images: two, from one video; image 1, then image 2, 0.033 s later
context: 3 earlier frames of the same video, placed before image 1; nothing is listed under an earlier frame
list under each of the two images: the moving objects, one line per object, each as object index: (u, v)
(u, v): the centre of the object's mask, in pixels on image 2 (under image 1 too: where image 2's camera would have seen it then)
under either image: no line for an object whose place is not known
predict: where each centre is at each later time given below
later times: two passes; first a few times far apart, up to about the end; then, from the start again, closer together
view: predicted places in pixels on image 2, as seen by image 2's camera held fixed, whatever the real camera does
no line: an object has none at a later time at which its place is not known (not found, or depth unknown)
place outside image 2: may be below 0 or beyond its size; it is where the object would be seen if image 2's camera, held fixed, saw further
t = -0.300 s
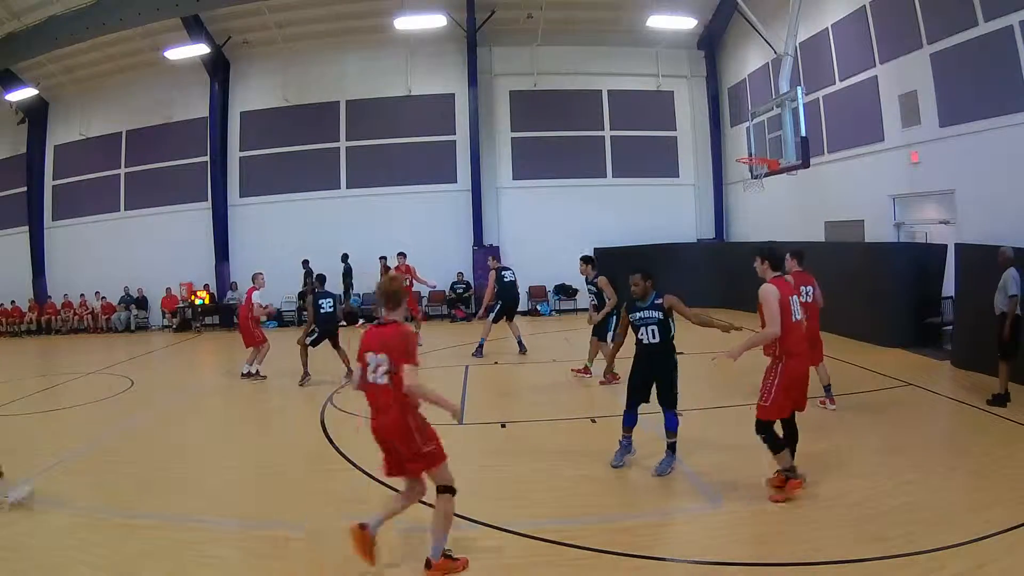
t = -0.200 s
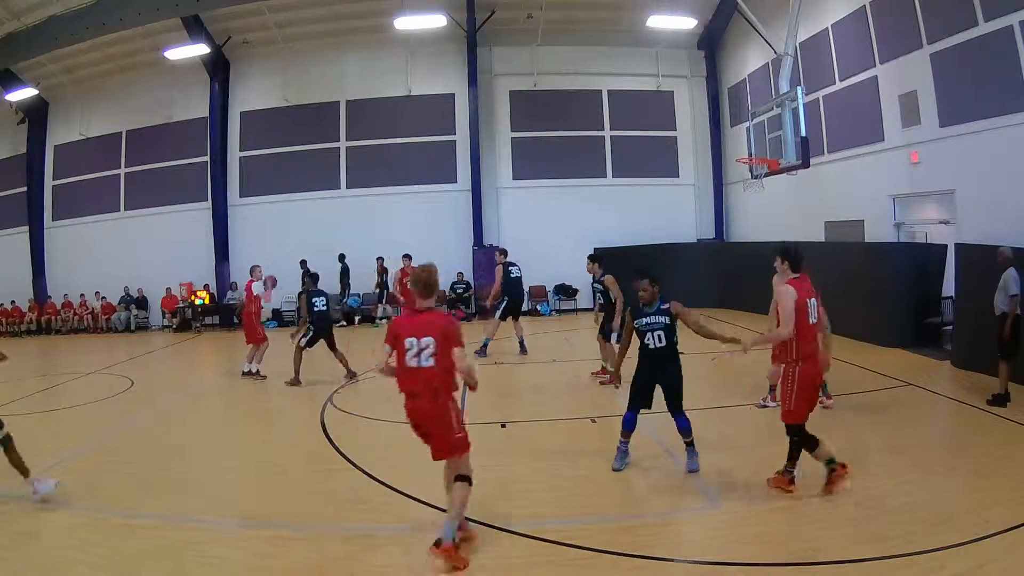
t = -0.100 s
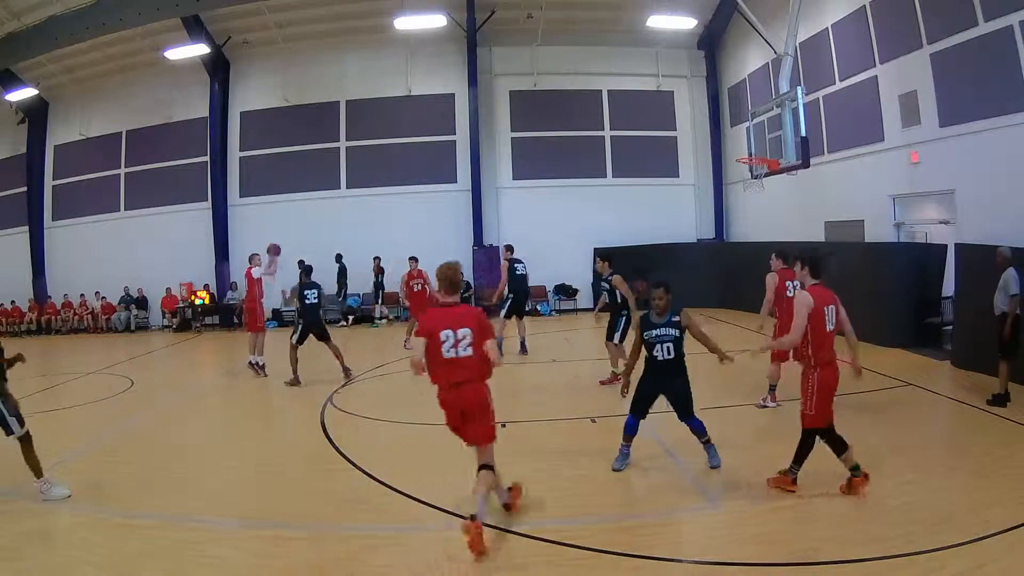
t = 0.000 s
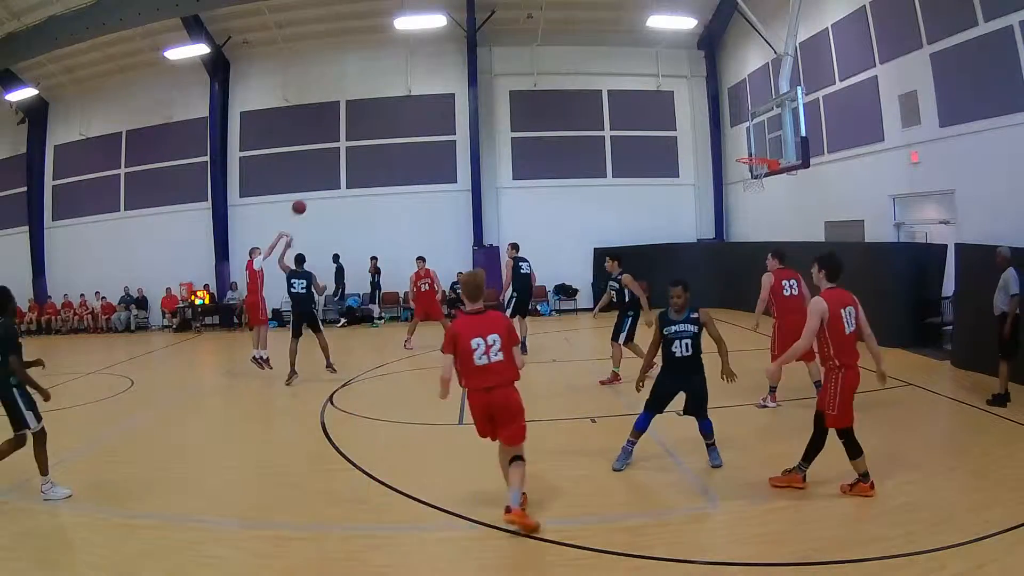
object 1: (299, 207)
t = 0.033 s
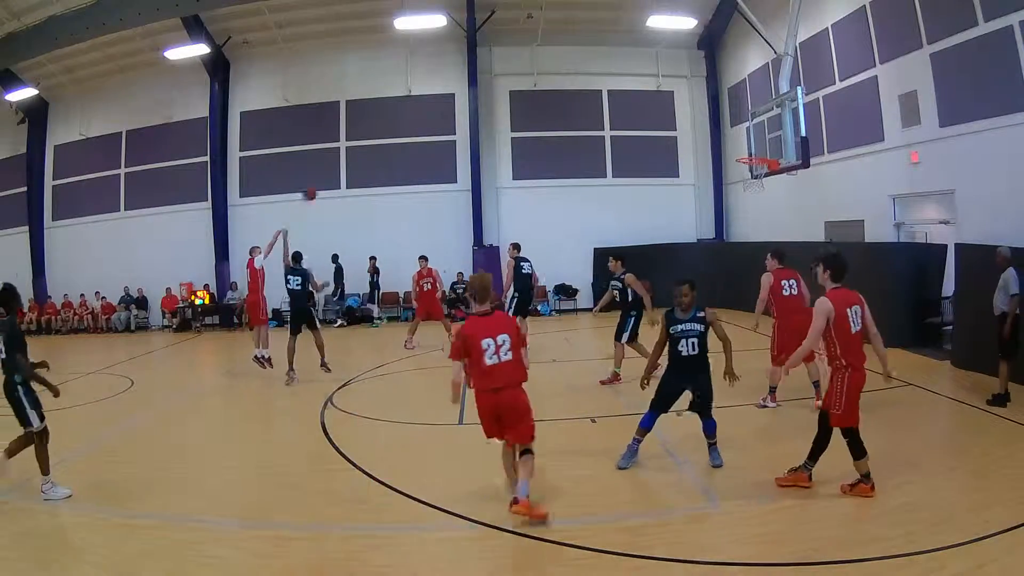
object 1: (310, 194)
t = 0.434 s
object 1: (448, 78)
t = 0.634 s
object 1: (522, 58)
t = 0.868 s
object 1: (610, 68)
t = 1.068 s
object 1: (687, 106)
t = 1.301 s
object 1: (759, 152)
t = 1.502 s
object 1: (736, 128)
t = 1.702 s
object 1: (711, 129)
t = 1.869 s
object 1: (692, 155)
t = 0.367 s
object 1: (424, 90)
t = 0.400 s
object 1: (436, 84)
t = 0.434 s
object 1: (448, 78)
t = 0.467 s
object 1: (460, 73)
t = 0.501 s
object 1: (472, 68)
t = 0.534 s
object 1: (485, 65)
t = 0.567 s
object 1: (498, 62)
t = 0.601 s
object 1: (509, 59)
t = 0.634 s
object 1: (522, 58)
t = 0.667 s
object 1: (534, 57)
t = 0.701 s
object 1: (547, 57)
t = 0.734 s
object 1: (559, 58)
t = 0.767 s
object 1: (572, 59)
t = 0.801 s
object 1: (585, 61)
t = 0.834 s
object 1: (598, 64)
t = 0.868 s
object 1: (610, 68)
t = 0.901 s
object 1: (623, 72)
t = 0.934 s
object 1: (635, 77)
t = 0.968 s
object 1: (648, 82)
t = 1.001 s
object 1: (661, 89)
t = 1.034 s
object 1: (674, 98)
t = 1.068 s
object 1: (687, 106)
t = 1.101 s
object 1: (699, 115)
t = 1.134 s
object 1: (713, 127)
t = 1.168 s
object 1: (725, 135)
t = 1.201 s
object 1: (738, 147)
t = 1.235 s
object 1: (748, 154)
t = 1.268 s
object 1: (758, 154)
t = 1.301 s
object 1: (759, 152)
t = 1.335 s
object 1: (756, 149)
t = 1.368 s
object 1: (751, 143)
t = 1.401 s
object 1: (747, 138)
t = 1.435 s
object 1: (743, 134)
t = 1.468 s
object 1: (740, 131)
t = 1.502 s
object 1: (736, 128)
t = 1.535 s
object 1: (732, 127)
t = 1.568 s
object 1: (728, 126)
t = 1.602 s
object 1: (724, 125)
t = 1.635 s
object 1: (724, 125)
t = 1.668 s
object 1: (716, 127)
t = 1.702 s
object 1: (711, 129)
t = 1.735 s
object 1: (708, 133)
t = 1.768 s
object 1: (704, 137)
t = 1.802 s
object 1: (700, 142)
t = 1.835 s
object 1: (696, 148)
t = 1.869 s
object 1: (692, 155)
